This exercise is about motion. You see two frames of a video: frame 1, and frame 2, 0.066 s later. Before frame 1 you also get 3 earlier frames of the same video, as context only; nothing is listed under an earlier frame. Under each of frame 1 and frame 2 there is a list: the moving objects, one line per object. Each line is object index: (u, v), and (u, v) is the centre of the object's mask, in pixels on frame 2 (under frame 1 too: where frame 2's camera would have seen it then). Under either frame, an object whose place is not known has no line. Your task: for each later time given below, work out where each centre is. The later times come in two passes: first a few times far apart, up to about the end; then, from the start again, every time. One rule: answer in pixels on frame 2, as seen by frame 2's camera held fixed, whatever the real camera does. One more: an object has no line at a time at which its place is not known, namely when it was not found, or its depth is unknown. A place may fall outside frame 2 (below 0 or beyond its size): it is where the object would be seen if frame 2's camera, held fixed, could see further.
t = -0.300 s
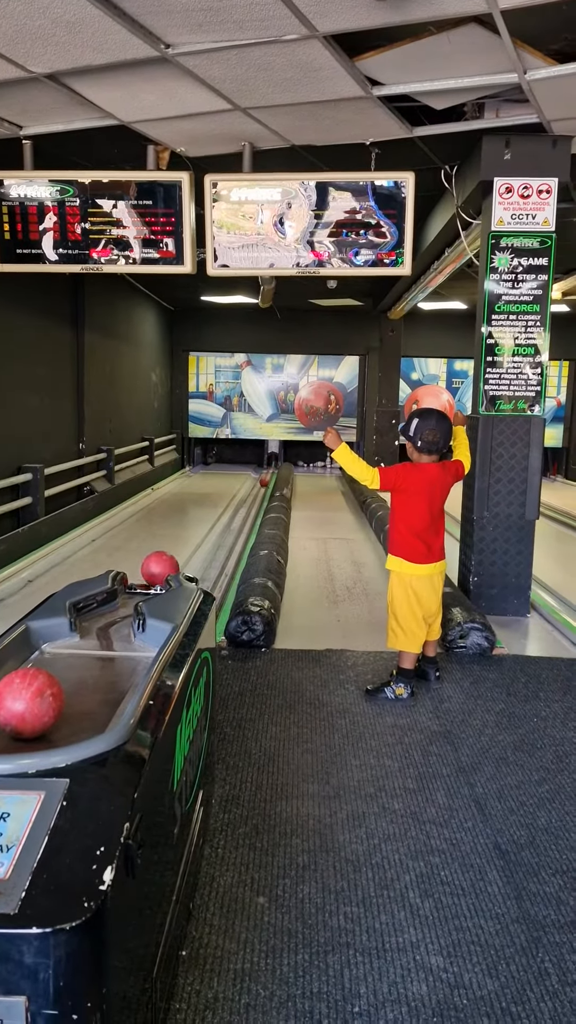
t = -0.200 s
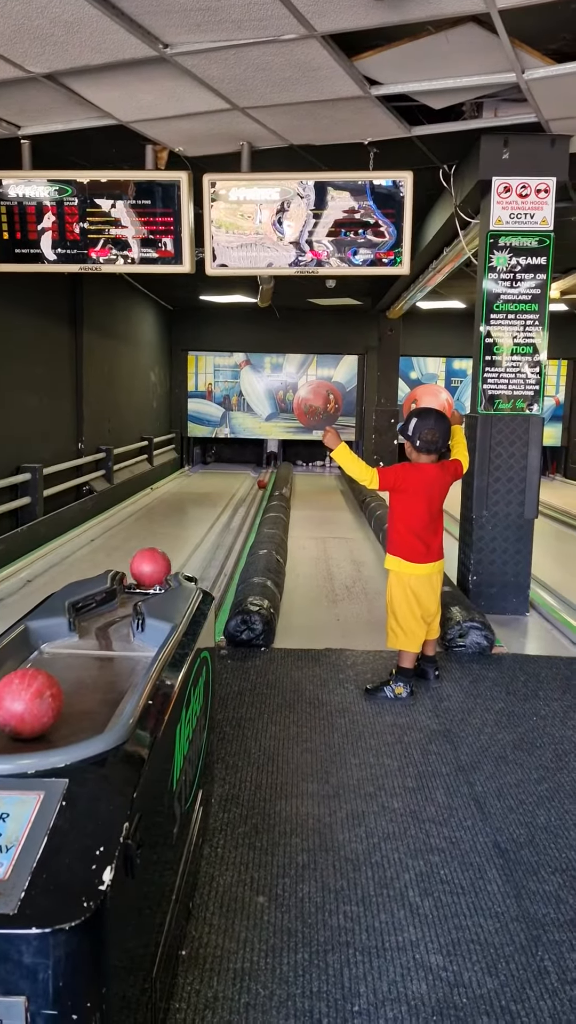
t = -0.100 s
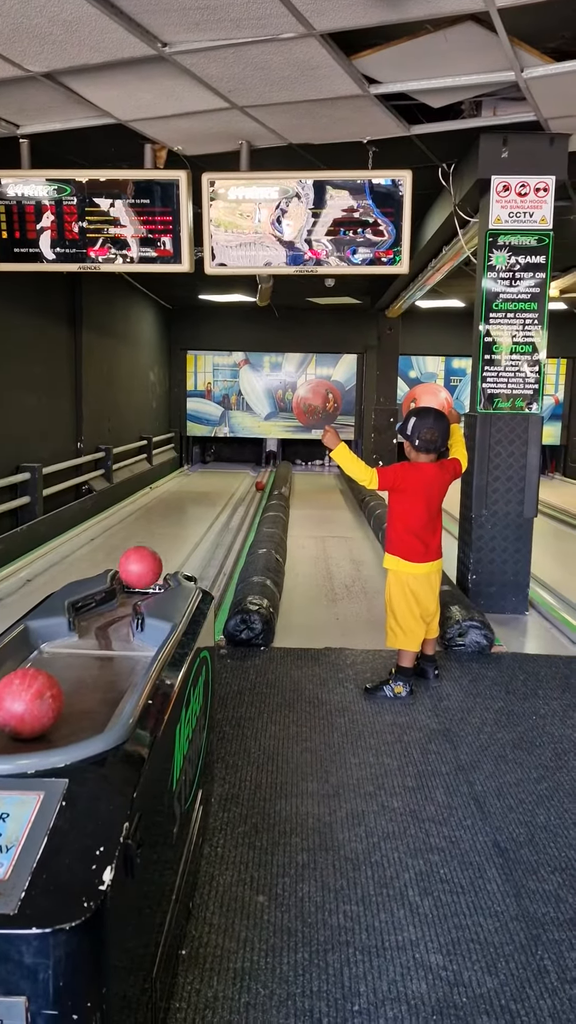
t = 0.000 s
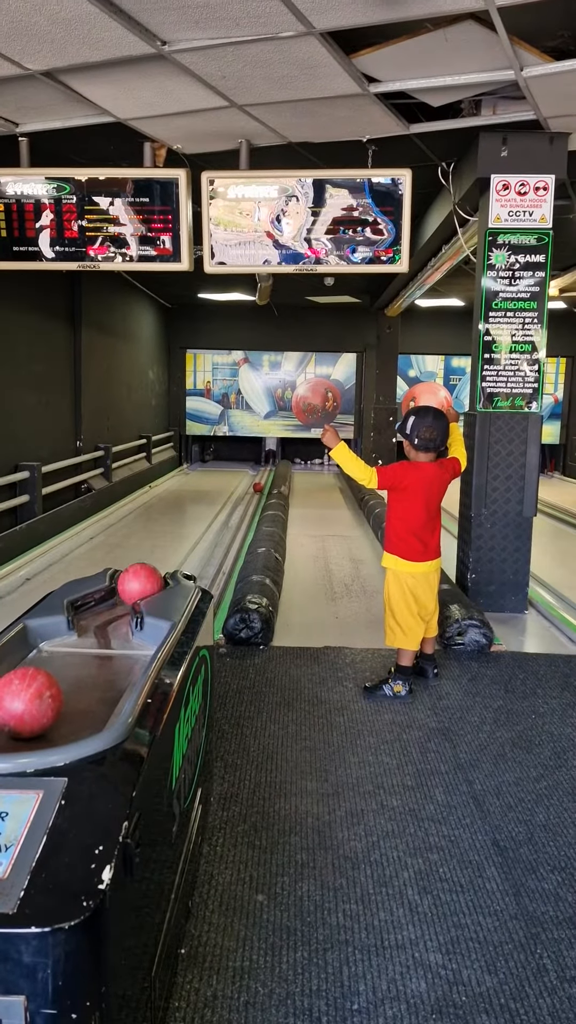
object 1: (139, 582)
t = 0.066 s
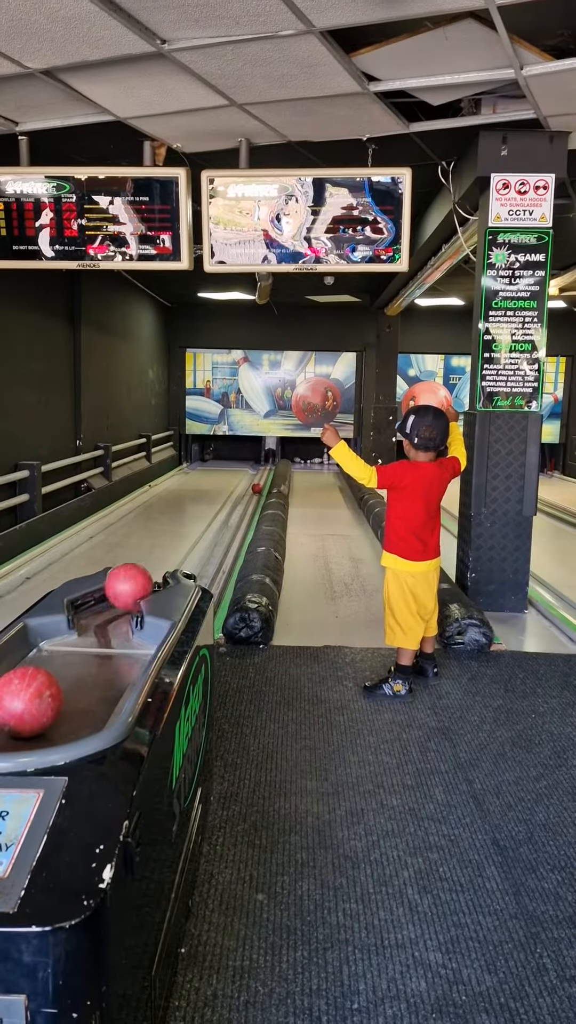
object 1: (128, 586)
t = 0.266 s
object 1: (97, 606)
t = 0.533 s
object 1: (100, 641)
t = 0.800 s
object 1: (92, 681)
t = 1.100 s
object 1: (64, 712)
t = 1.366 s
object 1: (28, 725)
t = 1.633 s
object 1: (23, 724)
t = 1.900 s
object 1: (24, 719)
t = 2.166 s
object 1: (43, 705)
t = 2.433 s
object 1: (67, 689)
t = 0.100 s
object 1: (118, 590)
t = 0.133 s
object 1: (114, 595)
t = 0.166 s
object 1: (111, 598)
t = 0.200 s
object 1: (106, 601)
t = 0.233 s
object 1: (101, 603)
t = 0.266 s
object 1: (97, 606)
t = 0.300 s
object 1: (98, 608)
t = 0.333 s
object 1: (99, 611)
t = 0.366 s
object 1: (99, 614)
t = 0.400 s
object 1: (100, 618)
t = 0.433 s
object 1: (100, 623)
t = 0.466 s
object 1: (100, 630)
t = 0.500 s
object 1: (101, 635)
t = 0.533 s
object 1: (100, 641)
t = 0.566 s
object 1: (100, 646)
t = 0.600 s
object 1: (100, 651)
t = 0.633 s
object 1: (99, 655)
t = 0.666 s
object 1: (98, 660)
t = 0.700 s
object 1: (98, 665)
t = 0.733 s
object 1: (96, 670)
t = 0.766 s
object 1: (94, 675)
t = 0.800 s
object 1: (92, 681)
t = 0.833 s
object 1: (90, 686)
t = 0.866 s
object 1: (93, 688)
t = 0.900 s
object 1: (95, 690)
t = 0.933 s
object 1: (94, 692)
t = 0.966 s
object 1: (91, 696)
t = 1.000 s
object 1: (86, 700)
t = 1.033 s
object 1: (80, 704)
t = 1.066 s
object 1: (73, 708)
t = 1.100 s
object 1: (64, 712)
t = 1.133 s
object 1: (56, 714)
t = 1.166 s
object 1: (47, 718)
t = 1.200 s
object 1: (38, 719)
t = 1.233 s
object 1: (36, 721)
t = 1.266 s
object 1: (34, 722)
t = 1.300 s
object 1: (32, 723)
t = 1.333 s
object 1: (30, 724)
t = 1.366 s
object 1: (28, 725)
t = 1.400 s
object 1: (27, 724)
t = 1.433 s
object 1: (26, 724)
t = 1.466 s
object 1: (26, 724)
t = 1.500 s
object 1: (25, 725)
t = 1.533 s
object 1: (25, 725)
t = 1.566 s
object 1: (25, 724)
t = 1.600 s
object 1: (24, 724)
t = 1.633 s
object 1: (23, 724)
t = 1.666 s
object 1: (23, 723)
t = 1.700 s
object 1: (23, 723)
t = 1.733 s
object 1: (23, 722)
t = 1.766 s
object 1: (23, 721)
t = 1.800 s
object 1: (23, 721)
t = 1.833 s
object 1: (23, 720)
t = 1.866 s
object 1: (24, 719)
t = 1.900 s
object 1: (24, 719)
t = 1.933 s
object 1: (24, 718)
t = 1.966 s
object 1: (25, 717)
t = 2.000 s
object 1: (27, 715)
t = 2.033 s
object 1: (29, 713)
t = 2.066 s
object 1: (32, 711)
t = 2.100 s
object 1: (35, 710)
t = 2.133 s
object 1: (39, 707)
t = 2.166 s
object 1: (43, 705)
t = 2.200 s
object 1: (46, 703)
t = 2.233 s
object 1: (50, 701)
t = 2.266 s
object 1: (53, 699)
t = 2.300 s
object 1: (56, 697)
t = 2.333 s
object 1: (59, 695)
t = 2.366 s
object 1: (62, 693)
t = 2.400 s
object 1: (64, 691)
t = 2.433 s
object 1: (67, 689)
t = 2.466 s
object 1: (70, 687)
